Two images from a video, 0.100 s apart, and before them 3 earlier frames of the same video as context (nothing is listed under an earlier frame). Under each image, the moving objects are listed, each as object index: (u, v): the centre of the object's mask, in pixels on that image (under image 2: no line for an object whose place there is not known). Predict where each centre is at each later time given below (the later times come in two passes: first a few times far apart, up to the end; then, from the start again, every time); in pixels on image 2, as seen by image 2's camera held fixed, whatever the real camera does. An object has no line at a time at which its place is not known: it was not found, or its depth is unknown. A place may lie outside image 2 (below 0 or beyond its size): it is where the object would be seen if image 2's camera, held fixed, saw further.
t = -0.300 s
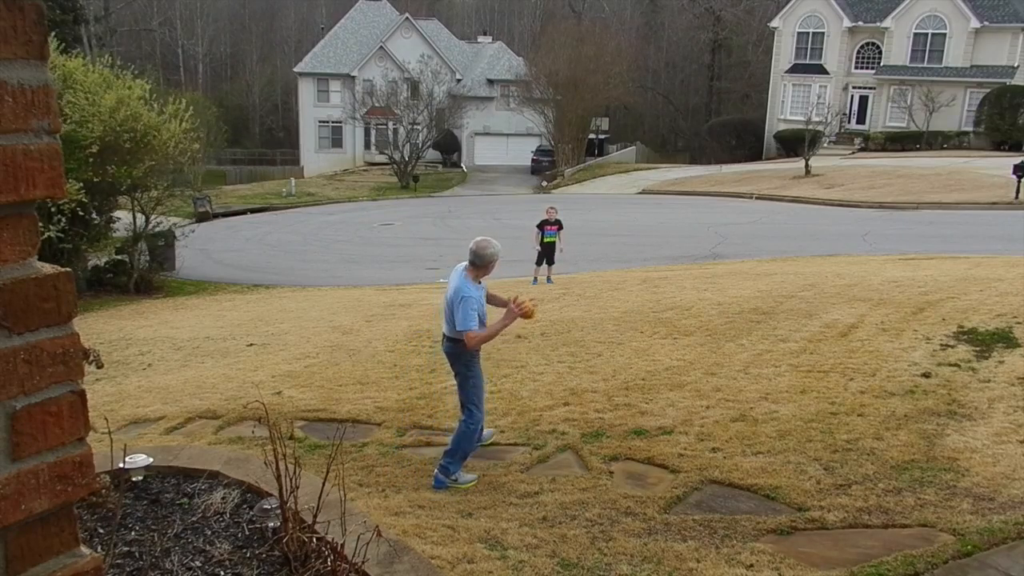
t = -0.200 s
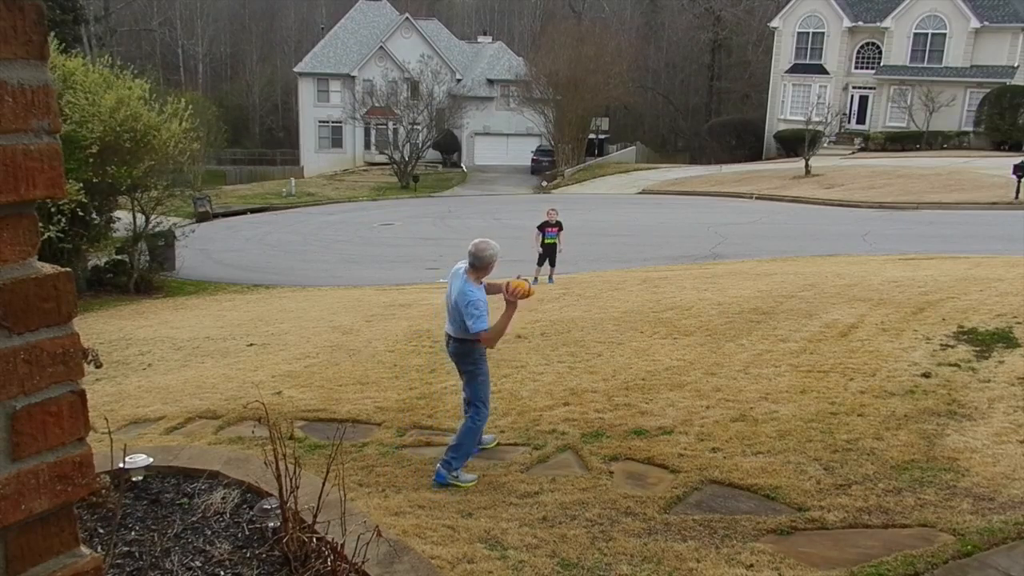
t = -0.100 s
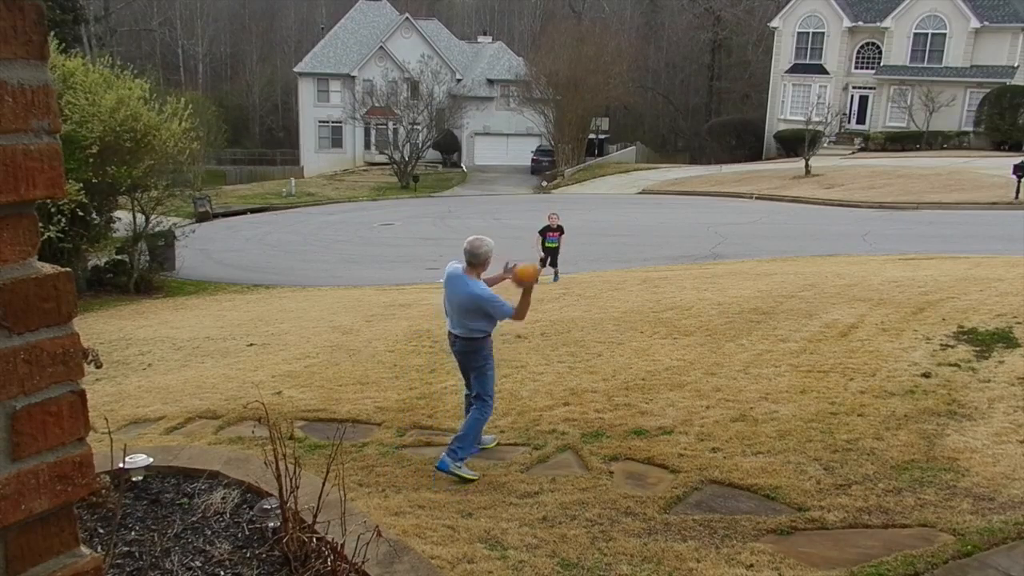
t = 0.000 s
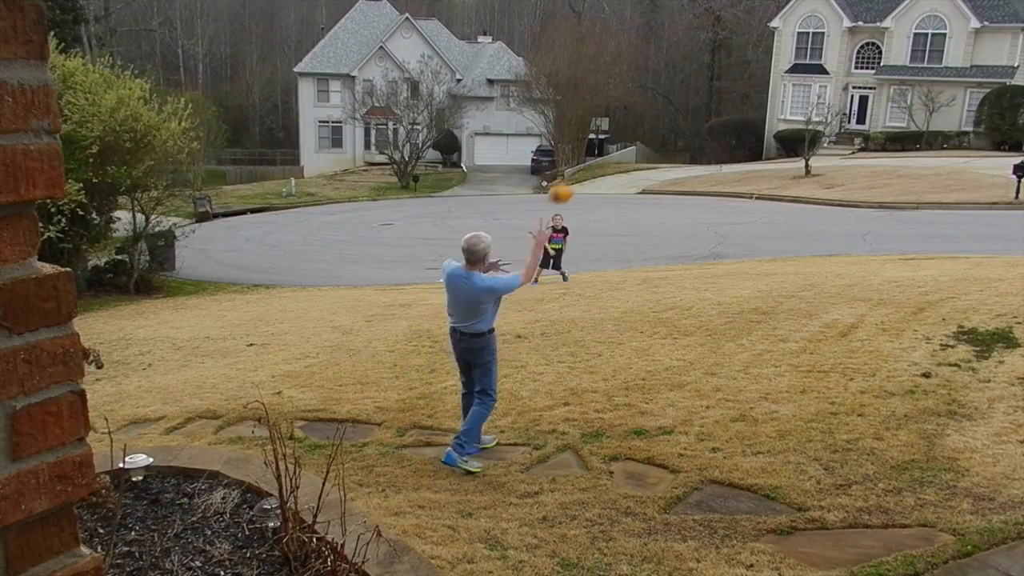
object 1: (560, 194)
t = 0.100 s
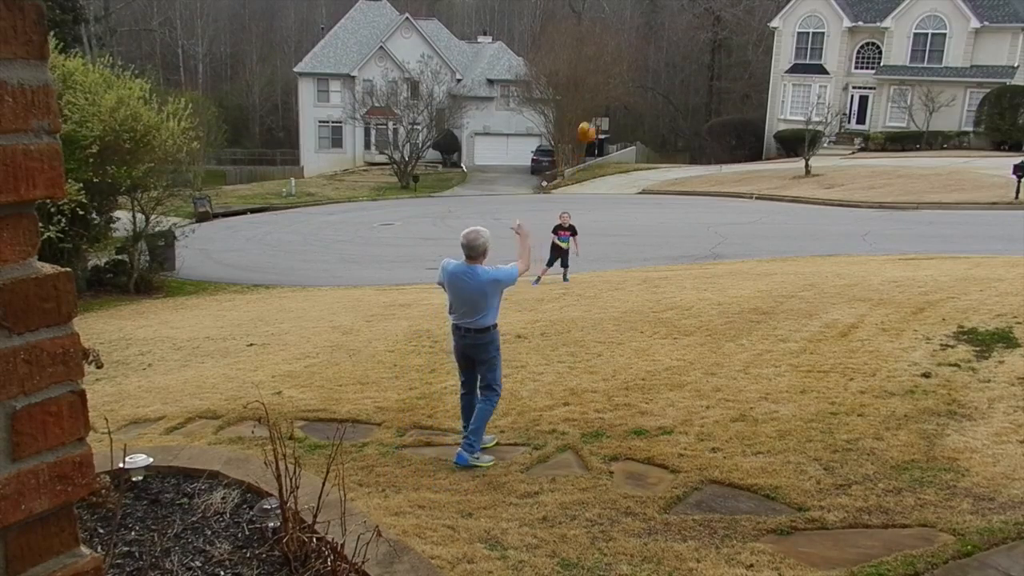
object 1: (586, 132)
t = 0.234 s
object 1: (616, 86)
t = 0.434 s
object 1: (642, 69)
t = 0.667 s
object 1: (662, 95)
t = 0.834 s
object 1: (668, 133)
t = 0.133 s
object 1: (594, 117)
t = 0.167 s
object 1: (602, 105)
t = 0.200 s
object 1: (609, 95)
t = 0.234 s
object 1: (616, 86)
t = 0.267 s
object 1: (621, 80)
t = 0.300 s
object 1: (626, 76)
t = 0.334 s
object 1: (631, 72)
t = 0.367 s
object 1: (635, 70)
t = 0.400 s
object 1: (639, 69)
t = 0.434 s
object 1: (642, 69)
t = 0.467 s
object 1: (646, 70)
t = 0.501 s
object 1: (649, 71)
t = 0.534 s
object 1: (652, 75)
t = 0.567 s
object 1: (655, 78)
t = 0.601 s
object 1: (657, 82)
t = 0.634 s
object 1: (659, 88)
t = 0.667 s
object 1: (662, 95)
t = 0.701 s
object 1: (664, 101)
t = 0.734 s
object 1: (665, 109)
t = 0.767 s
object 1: (666, 116)
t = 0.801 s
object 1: (668, 124)
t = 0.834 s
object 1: (668, 133)
